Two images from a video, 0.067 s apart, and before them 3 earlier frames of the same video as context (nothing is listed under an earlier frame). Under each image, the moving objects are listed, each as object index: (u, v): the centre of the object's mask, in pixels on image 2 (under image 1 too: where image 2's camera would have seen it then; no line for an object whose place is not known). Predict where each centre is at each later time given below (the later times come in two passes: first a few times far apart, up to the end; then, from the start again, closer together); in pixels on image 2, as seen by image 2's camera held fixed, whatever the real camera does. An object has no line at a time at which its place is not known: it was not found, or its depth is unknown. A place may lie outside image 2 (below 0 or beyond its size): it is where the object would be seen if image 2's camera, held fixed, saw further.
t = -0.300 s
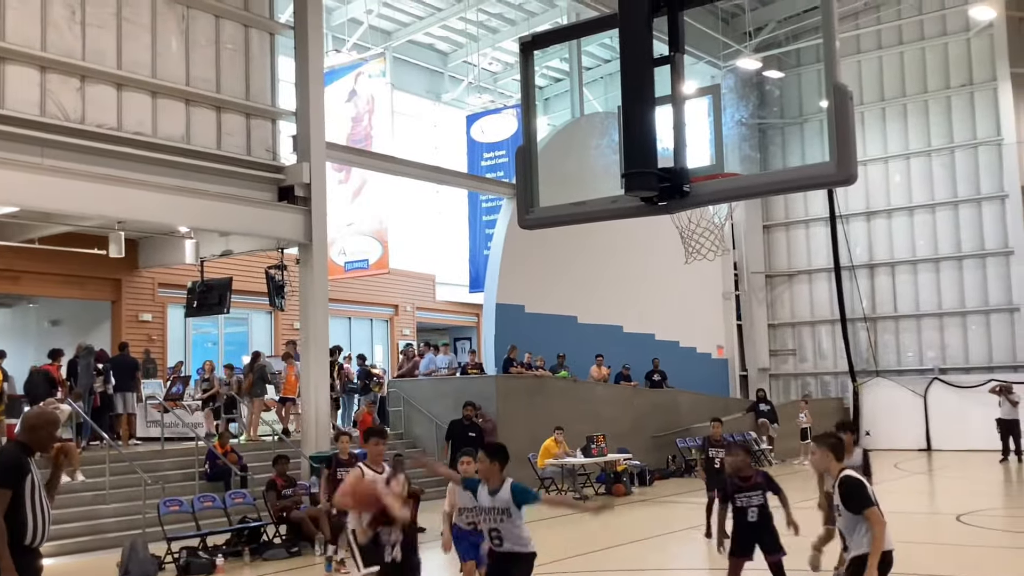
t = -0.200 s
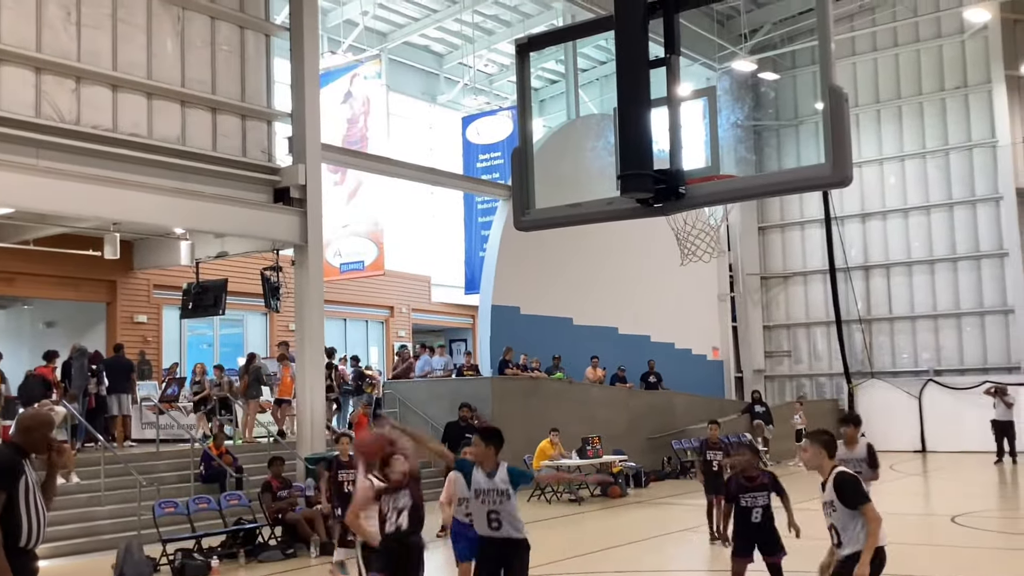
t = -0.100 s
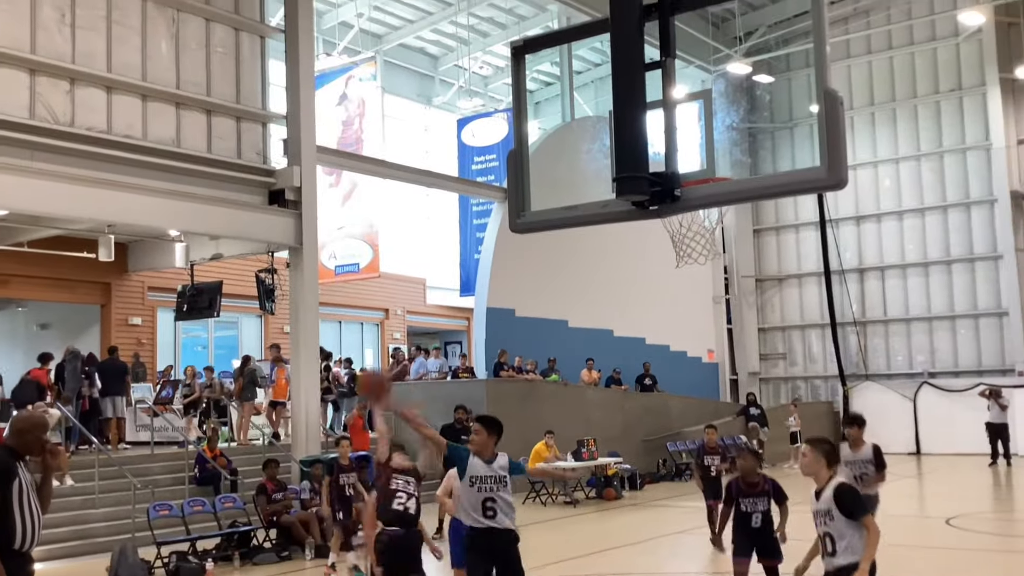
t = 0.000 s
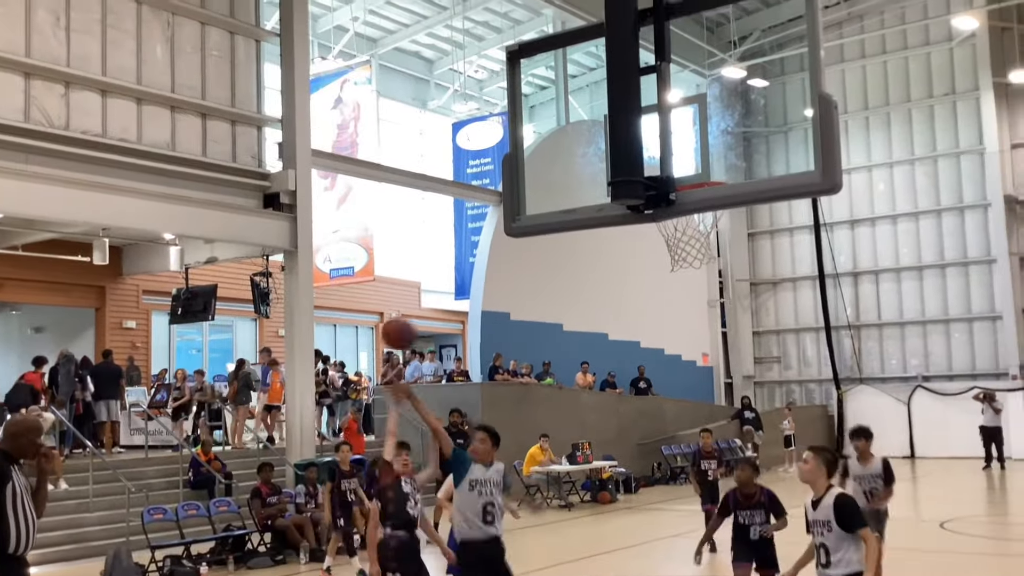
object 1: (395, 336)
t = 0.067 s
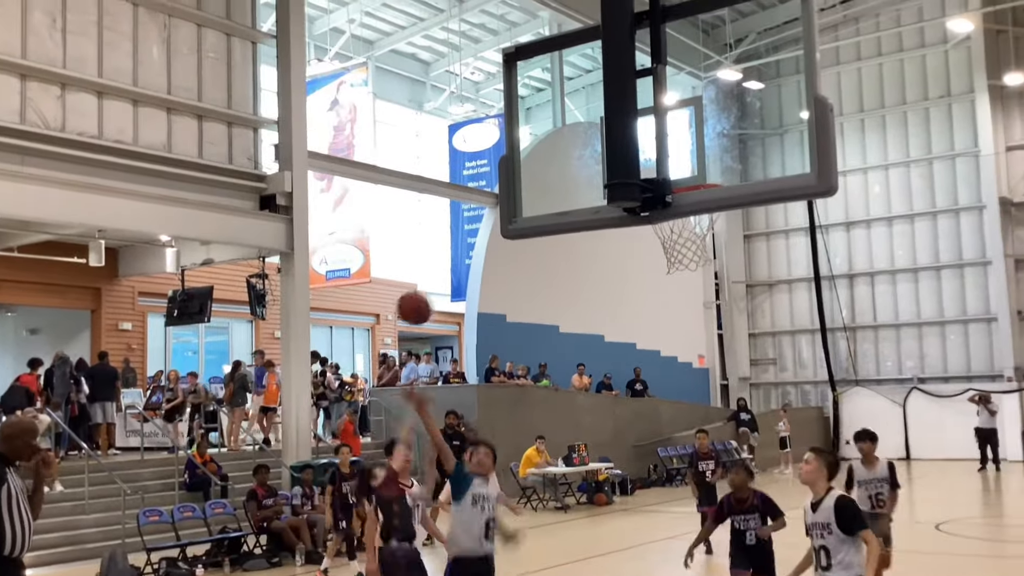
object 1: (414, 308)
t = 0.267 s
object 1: (477, 263)
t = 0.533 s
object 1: (571, 301)
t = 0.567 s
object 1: (584, 315)
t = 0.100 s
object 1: (424, 297)
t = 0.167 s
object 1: (445, 279)
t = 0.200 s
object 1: (455, 272)
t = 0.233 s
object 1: (466, 267)
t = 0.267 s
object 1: (477, 263)
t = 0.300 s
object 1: (488, 261)
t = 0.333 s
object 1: (499, 261)
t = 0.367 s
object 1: (510, 263)
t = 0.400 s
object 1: (522, 267)
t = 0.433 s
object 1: (534, 272)
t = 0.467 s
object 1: (546, 280)
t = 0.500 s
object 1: (558, 289)
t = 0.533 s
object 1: (571, 301)
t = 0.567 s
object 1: (584, 315)
